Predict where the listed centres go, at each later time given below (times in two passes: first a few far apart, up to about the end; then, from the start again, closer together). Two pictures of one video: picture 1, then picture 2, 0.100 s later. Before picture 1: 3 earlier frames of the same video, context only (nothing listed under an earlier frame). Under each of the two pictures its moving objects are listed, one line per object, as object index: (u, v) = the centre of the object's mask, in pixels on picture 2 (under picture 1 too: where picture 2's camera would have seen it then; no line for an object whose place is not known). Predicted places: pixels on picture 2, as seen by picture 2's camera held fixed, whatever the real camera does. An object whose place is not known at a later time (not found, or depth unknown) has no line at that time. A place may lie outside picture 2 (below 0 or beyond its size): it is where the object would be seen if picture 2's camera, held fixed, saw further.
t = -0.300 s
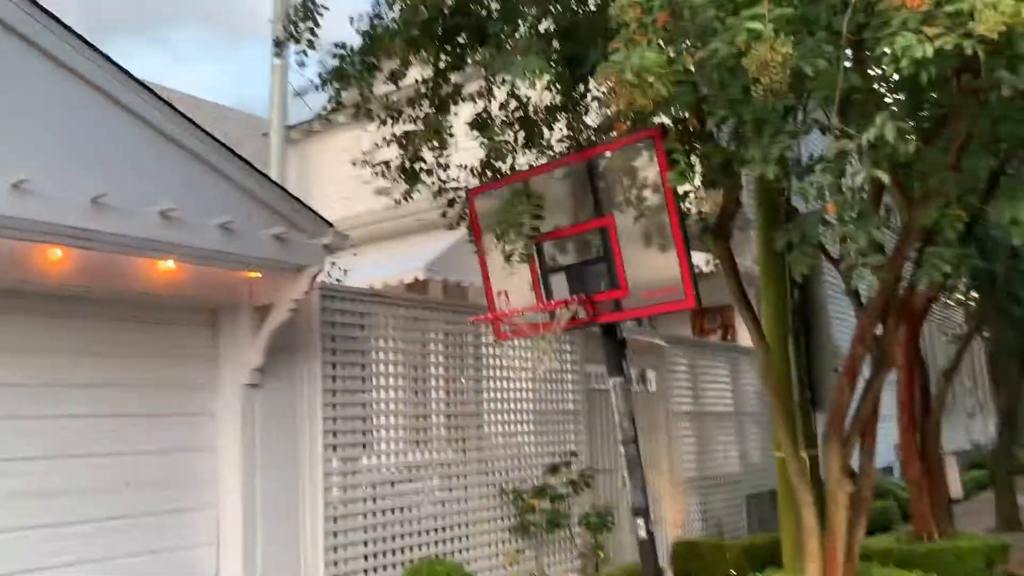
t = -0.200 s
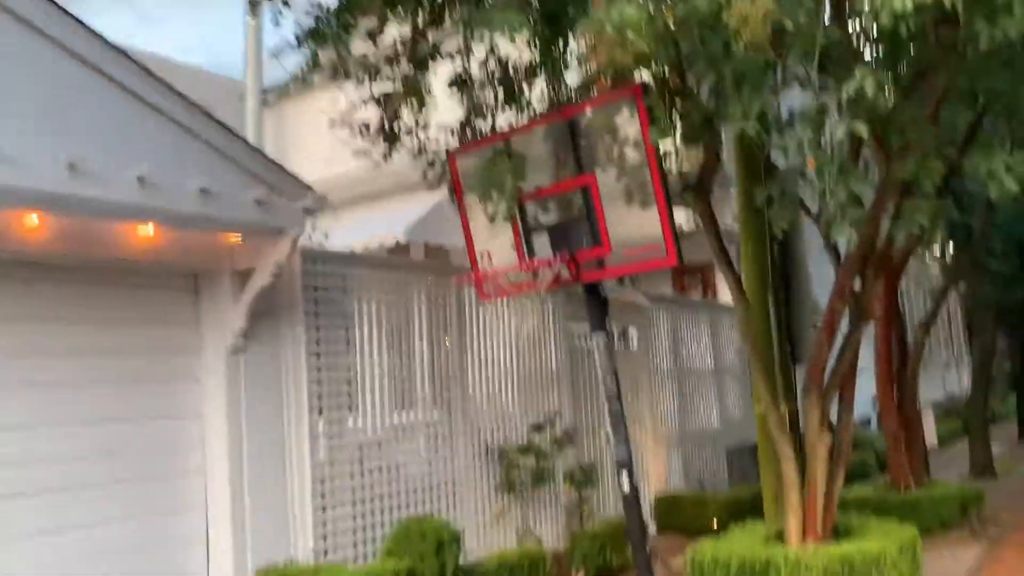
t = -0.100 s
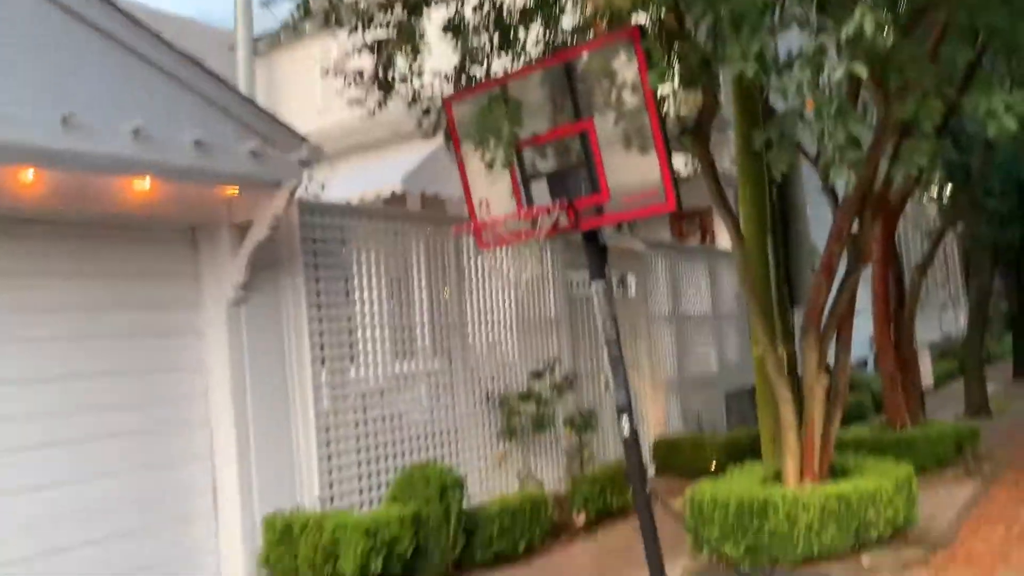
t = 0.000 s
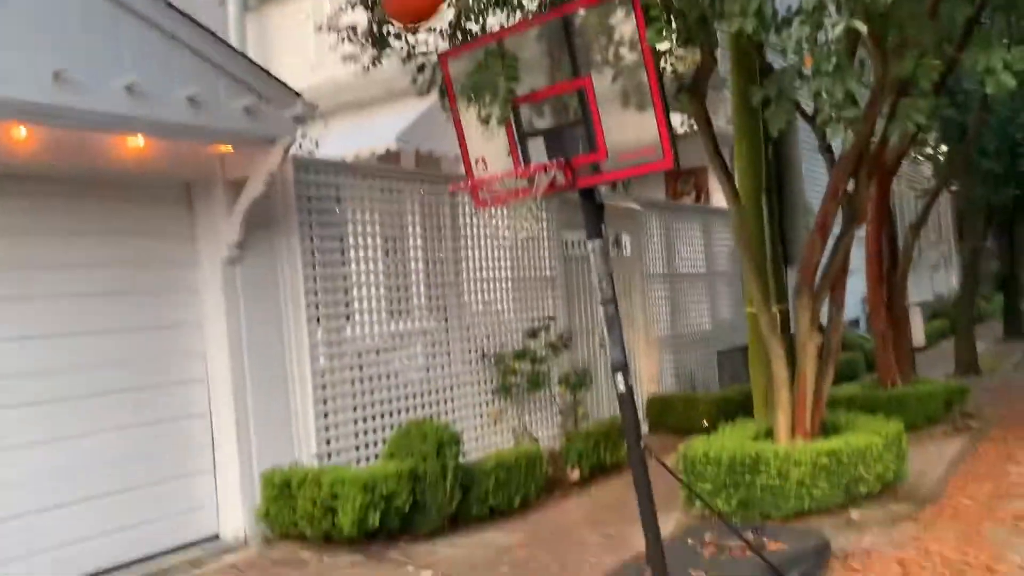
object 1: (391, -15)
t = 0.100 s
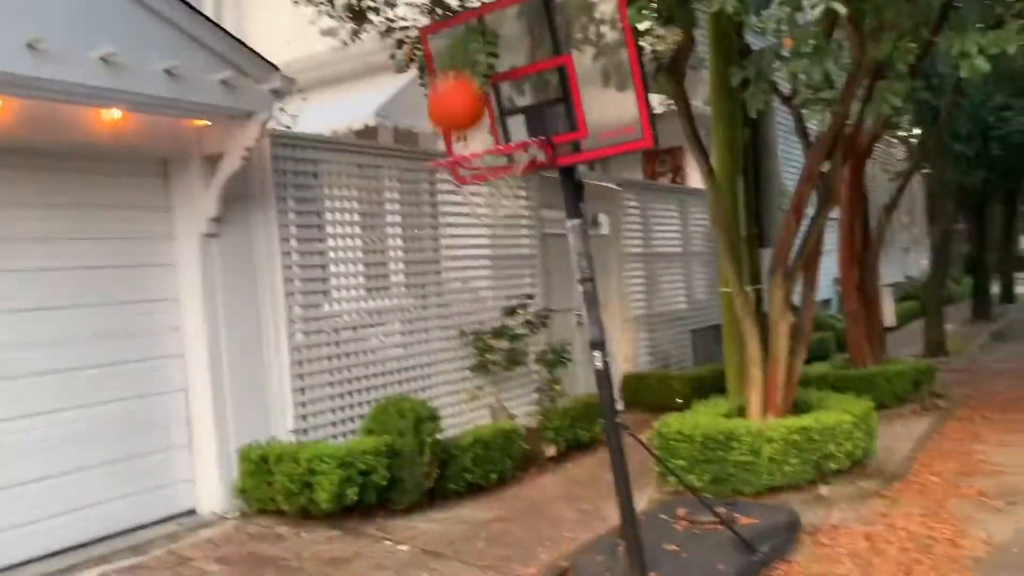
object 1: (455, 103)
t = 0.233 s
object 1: (519, 263)
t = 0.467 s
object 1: (599, 548)
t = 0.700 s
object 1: (515, 404)
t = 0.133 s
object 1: (475, 152)
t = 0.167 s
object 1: (491, 191)
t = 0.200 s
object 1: (506, 226)
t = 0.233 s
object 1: (519, 263)
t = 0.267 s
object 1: (531, 301)
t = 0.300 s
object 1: (544, 340)
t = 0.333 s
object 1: (557, 377)
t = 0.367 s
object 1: (570, 421)
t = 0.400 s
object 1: (583, 460)
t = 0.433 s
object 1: (594, 503)
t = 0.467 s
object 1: (599, 548)
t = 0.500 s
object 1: (594, 548)
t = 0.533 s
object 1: (580, 519)
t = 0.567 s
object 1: (567, 489)
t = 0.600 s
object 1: (553, 465)
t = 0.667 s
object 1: (528, 426)
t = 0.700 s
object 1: (515, 404)
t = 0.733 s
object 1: (500, 388)
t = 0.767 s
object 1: (488, 374)
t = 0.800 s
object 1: (476, 362)
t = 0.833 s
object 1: (463, 352)
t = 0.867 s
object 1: (448, 344)
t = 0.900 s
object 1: (436, 339)
